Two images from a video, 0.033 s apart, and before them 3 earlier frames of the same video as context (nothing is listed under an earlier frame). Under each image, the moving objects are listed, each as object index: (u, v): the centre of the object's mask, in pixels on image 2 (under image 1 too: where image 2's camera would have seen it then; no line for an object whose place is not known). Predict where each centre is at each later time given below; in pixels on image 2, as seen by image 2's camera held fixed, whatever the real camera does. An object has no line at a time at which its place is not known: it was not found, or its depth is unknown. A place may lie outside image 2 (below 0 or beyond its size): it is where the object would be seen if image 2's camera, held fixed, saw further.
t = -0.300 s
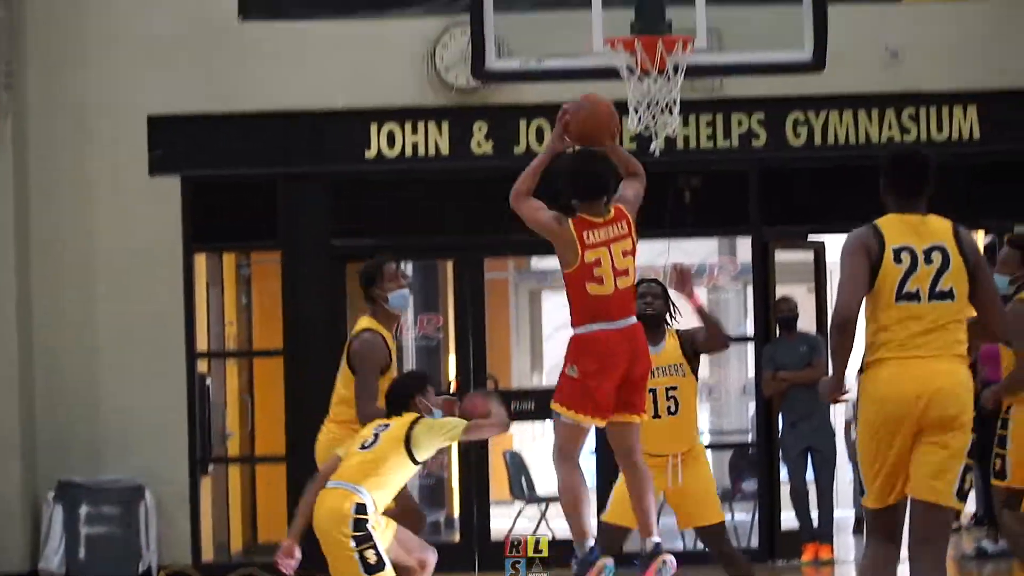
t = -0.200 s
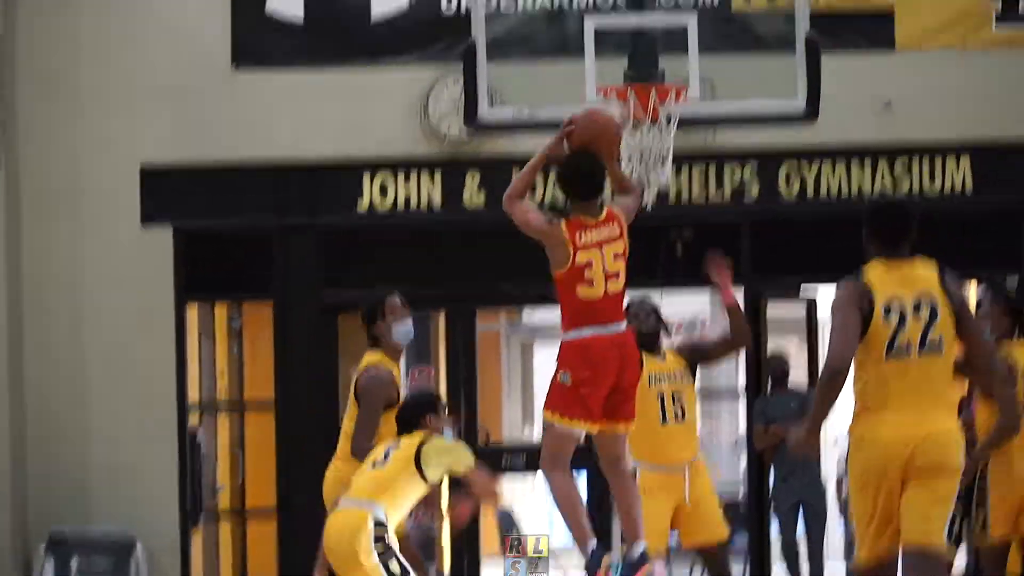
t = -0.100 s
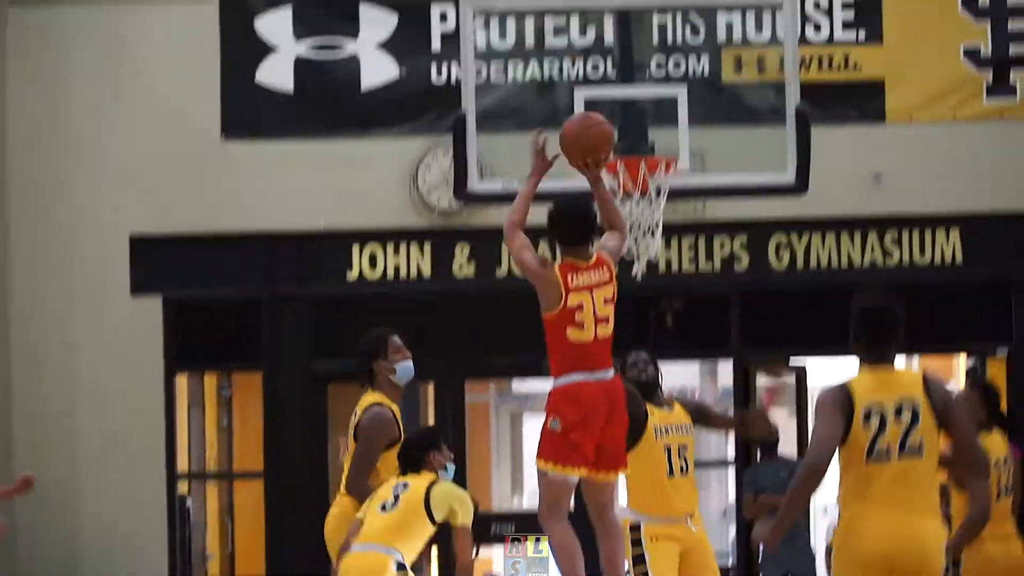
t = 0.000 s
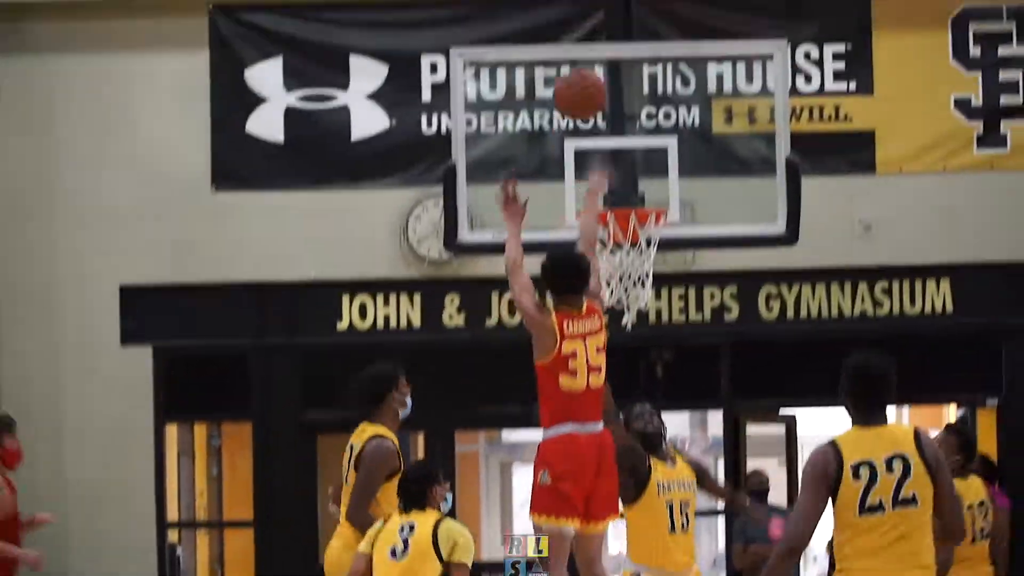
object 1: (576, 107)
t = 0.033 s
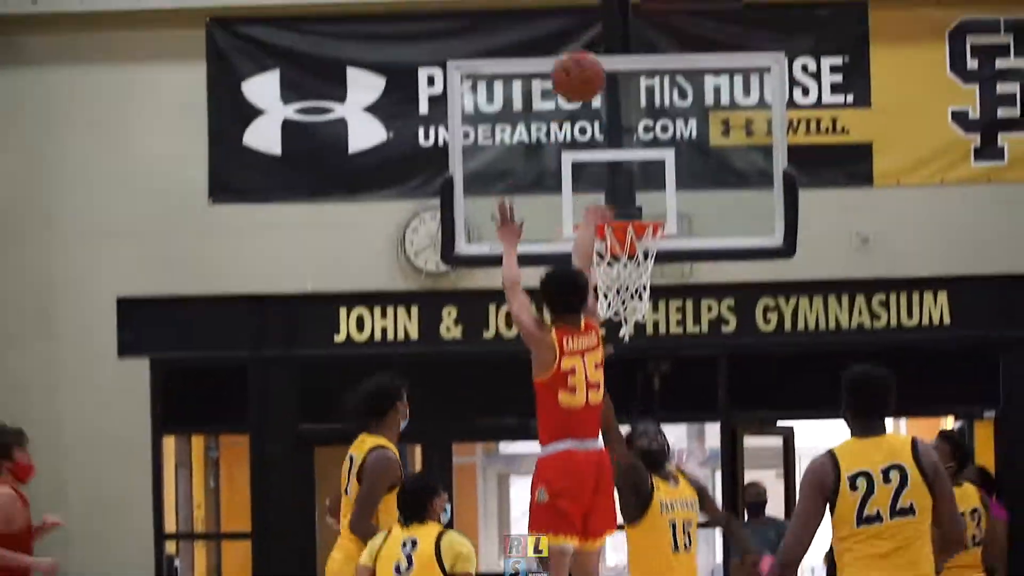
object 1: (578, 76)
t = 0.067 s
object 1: (581, 48)
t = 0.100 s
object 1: (583, 24)
